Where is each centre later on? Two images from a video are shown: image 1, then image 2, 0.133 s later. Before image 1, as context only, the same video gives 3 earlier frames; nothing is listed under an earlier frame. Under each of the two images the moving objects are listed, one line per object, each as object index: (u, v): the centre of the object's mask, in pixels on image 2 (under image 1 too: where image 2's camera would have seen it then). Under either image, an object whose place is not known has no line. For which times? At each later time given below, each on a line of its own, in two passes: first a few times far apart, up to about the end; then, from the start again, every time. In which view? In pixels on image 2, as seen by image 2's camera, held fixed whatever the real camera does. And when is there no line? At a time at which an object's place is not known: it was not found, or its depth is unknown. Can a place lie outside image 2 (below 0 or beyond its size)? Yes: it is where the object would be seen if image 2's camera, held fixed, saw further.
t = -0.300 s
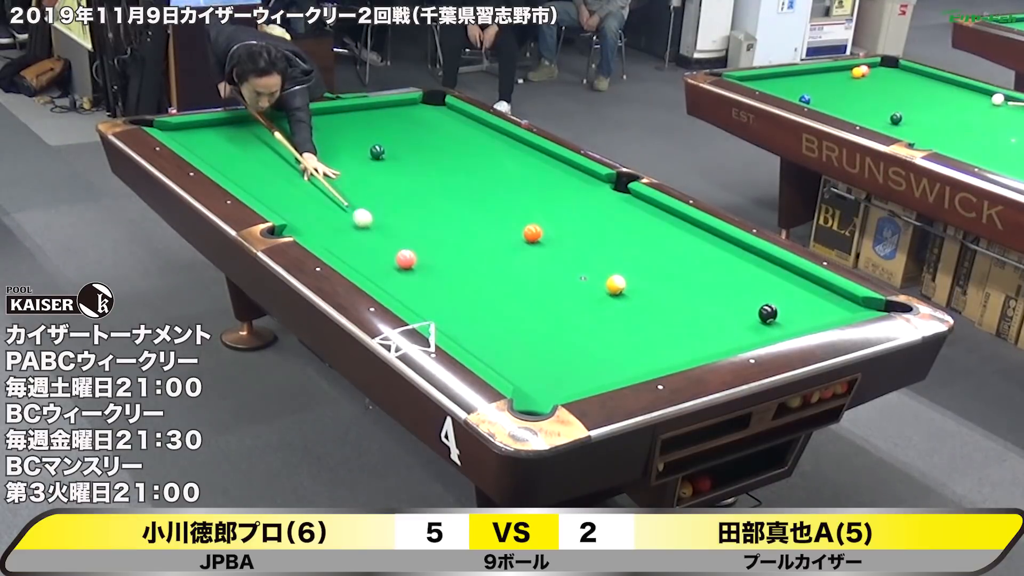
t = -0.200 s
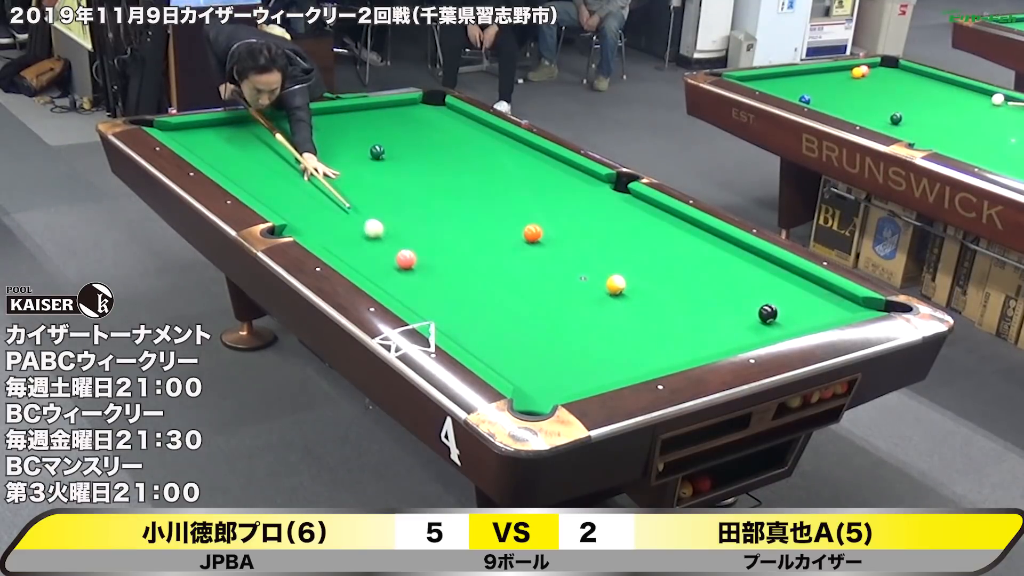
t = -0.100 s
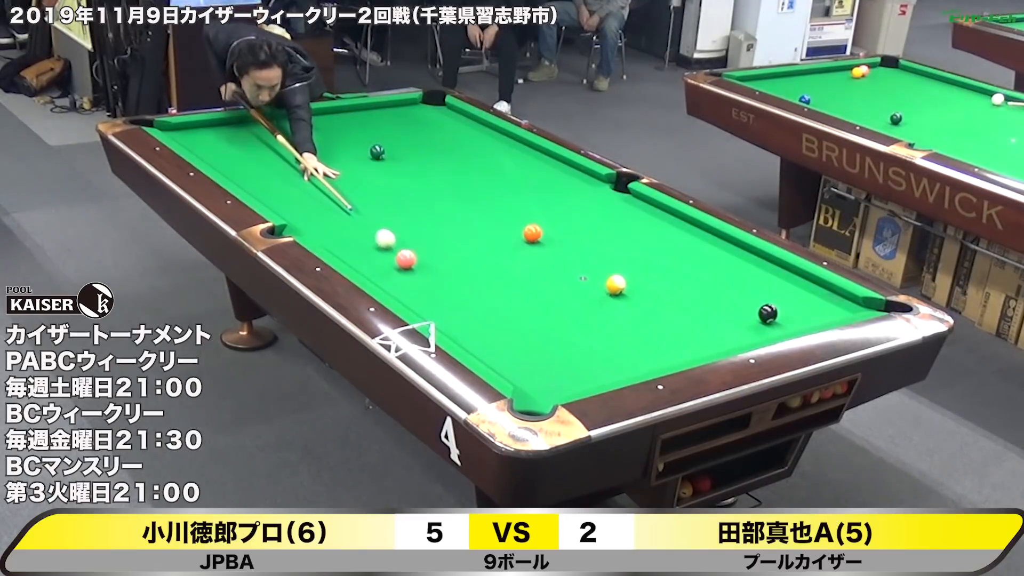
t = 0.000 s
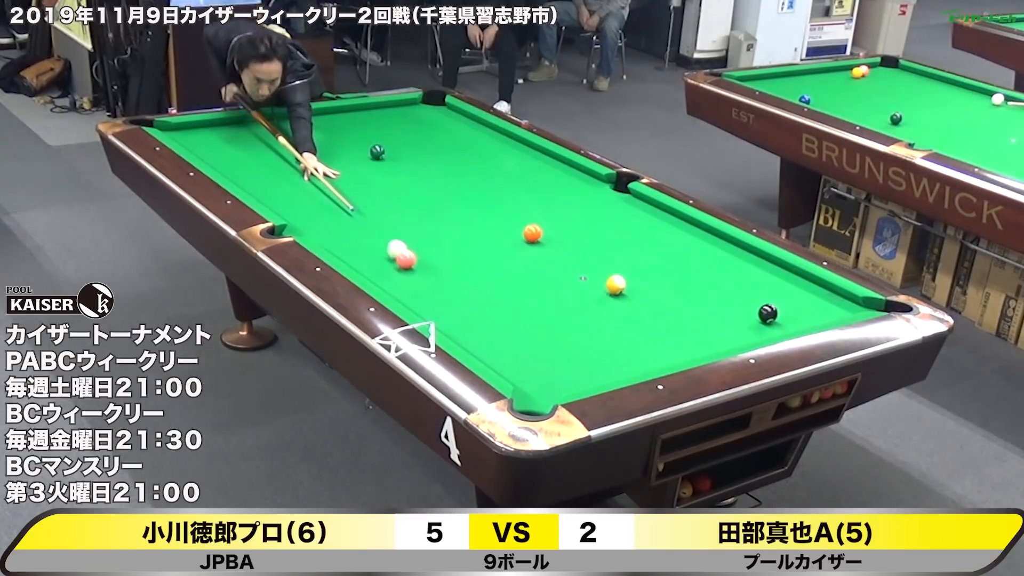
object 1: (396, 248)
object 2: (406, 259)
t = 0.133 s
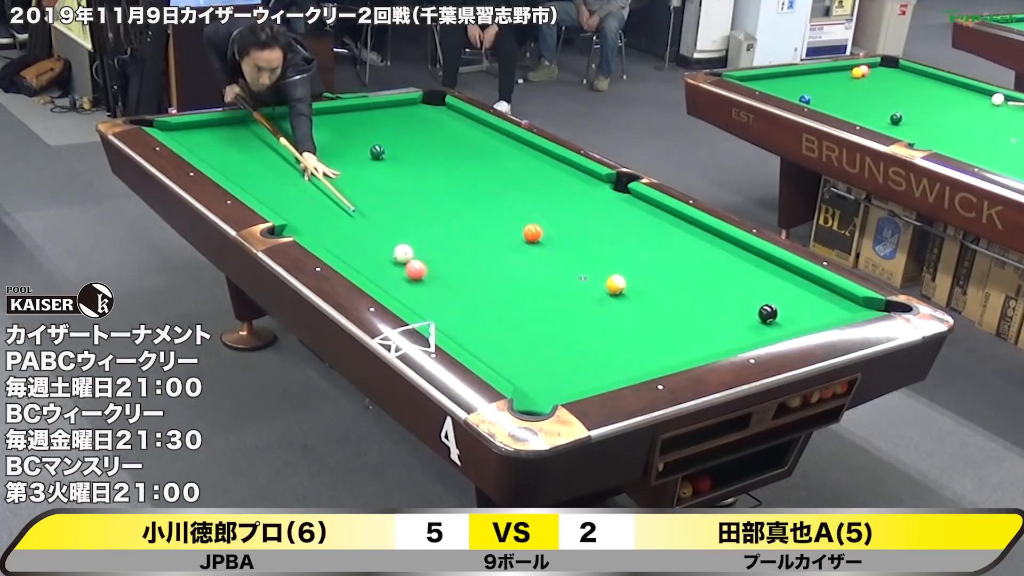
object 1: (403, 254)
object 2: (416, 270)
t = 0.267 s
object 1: (408, 256)
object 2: (425, 279)
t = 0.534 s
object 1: (418, 262)
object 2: (443, 300)
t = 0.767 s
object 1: (426, 266)
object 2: (459, 318)
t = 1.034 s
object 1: (435, 270)
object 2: (478, 339)
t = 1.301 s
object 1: (442, 274)
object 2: (499, 361)
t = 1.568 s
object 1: (448, 277)
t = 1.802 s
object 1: (452, 280)
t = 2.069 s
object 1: (455, 282)
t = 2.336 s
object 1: (457, 284)
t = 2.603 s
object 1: (458, 286)
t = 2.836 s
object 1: (459, 287)
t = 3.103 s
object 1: (459, 287)
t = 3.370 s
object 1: (459, 287)
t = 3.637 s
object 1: (459, 287)
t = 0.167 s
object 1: (404, 254)
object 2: (418, 272)
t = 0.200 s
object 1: (406, 255)
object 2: (420, 275)
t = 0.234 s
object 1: (407, 255)
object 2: (422, 277)
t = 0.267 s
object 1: (408, 256)
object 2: (425, 279)
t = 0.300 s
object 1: (410, 257)
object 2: (427, 282)
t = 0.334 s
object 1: (411, 258)
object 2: (429, 285)
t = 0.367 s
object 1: (412, 258)
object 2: (431, 287)
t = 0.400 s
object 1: (413, 259)
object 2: (434, 290)
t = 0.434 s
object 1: (415, 260)
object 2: (436, 292)
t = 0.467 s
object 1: (416, 260)
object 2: (438, 295)
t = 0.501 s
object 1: (417, 261)
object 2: (441, 297)
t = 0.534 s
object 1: (418, 262)
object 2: (443, 300)
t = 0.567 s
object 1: (419, 262)
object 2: (445, 302)
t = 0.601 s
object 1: (421, 263)
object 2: (447, 305)
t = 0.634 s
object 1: (422, 263)
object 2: (450, 307)
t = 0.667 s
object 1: (423, 264)
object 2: (452, 310)
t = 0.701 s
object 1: (424, 264)
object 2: (454, 313)
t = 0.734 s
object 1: (425, 265)
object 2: (457, 316)
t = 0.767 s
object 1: (426, 266)
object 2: (459, 318)
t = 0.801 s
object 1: (428, 266)
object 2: (461, 321)
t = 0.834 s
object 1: (429, 267)
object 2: (464, 323)
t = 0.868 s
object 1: (430, 267)
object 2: (466, 326)
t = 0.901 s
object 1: (431, 268)
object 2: (469, 329)
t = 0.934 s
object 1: (432, 268)
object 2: (471, 332)
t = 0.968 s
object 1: (433, 269)
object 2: (473, 334)
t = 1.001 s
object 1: (434, 269)
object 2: (476, 337)
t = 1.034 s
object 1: (435, 270)
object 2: (478, 339)
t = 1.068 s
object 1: (436, 270)
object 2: (481, 342)
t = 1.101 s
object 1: (437, 271)
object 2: (484, 345)
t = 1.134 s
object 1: (438, 271)
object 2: (486, 348)
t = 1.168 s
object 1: (438, 272)
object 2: (489, 351)
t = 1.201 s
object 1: (439, 272)
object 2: (491, 353)
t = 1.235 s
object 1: (440, 273)
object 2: (494, 356)
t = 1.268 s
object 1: (441, 273)
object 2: (496, 358)
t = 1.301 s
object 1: (442, 274)
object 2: (499, 361)
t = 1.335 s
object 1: (443, 274)
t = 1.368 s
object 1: (444, 274)
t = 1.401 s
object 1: (444, 275)
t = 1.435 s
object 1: (445, 275)
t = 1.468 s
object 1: (446, 276)
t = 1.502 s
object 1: (446, 276)
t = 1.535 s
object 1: (447, 277)
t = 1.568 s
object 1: (448, 277)
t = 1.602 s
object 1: (448, 277)
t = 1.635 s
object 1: (449, 278)
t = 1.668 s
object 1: (450, 278)
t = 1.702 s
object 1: (450, 279)
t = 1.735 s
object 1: (451, 279)
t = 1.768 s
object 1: (451, 279)
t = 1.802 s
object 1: (452, 280)
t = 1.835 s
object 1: (452, 280)
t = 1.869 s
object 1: (453, 280)
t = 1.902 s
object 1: (453, 280)
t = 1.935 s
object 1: (454, 281)
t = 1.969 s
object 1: (454, 281)
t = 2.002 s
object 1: (454, 282)
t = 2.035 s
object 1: (455, 282)
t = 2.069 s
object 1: (455, 282)
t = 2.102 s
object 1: (456, 282)
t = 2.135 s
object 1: (456, 283)
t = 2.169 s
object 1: (456, 283)
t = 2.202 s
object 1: (456, 283)
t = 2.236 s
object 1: (457, 283)
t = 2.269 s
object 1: (457, 284)
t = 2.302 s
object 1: (457, 284)
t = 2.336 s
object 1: (457, 284)
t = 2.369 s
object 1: (457, 284)
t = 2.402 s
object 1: (458, 285)
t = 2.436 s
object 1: (458, 285)
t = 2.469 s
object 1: (458, 285)
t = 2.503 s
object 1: (458, 285)
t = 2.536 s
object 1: (458, 285)
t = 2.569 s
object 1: (458, 286)
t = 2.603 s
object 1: (458, 286)
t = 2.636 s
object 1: (458, 286)
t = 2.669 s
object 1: (458, 286)
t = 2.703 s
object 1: (459, 286)
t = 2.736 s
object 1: (459, 286)
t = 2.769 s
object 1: (459, 286)
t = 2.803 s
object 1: (459, 286)
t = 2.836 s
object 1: (459, 287)
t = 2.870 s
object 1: (459, 287)
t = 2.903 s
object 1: (459, 287)
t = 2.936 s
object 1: (459, 287)
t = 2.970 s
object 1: (459, 287)
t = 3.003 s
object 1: (459, 287)
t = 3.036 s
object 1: (459, 287)
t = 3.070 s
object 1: (459, 287)
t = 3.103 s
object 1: (459, 287)
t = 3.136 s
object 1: (459, 287)
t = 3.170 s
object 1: (459, 287)
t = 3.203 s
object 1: (459, 287)
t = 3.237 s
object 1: (459, 287)
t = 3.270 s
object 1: (459, 287)
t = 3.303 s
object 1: (459, 287)
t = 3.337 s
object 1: (459, 287)
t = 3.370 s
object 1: (459, 287)
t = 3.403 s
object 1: (459, 287)
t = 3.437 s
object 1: (459, 287)
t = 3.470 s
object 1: (459, 287)
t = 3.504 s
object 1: (459, 287)
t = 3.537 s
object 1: (459, 287)
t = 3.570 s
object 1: (459, 287)
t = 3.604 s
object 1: (459, 287)
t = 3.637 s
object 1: (459, 287)
